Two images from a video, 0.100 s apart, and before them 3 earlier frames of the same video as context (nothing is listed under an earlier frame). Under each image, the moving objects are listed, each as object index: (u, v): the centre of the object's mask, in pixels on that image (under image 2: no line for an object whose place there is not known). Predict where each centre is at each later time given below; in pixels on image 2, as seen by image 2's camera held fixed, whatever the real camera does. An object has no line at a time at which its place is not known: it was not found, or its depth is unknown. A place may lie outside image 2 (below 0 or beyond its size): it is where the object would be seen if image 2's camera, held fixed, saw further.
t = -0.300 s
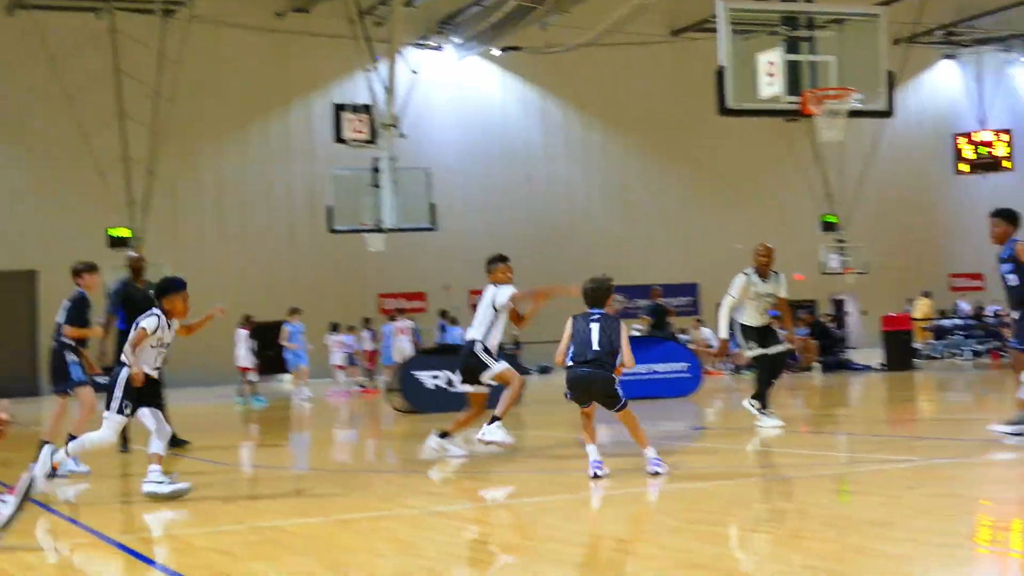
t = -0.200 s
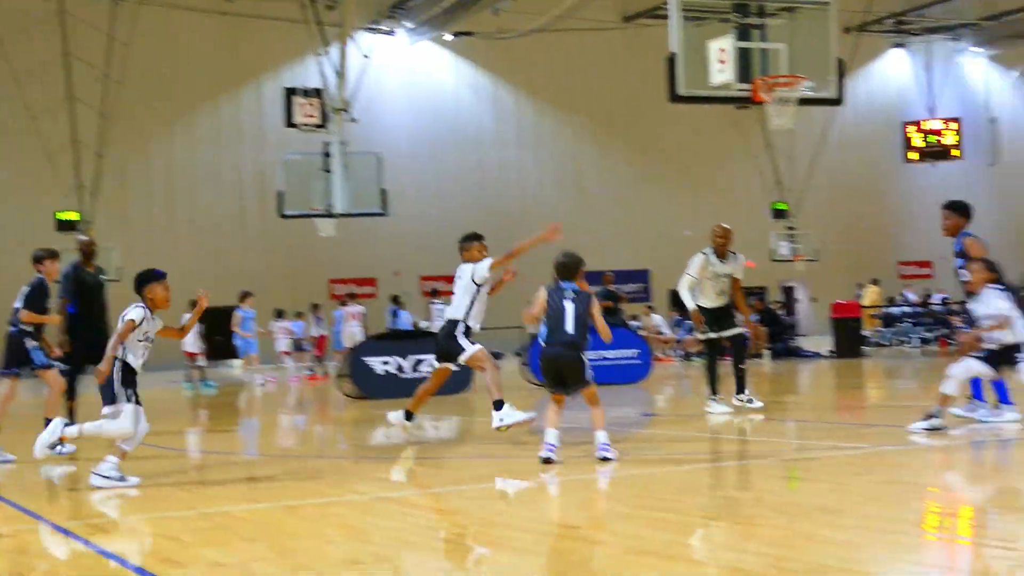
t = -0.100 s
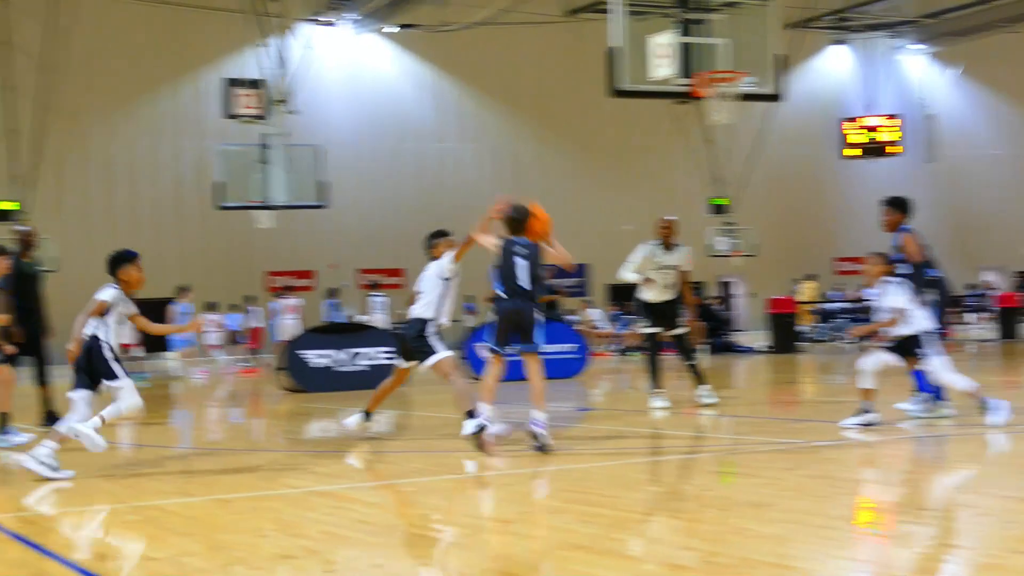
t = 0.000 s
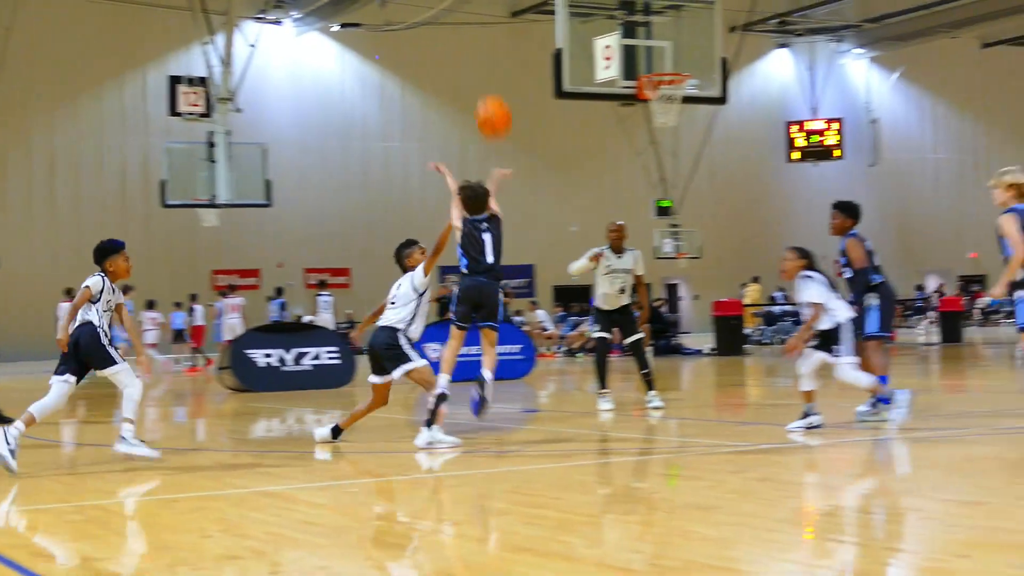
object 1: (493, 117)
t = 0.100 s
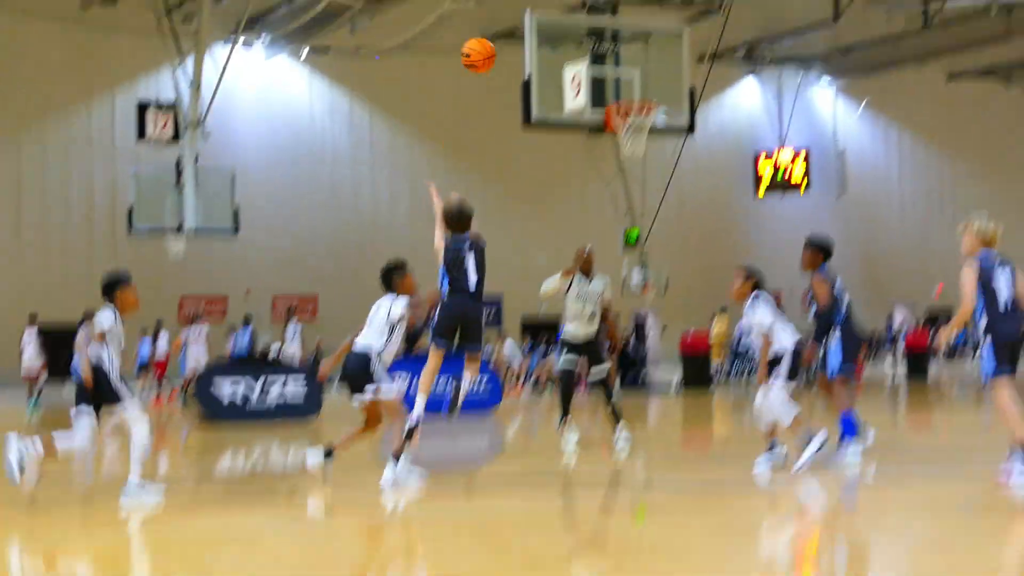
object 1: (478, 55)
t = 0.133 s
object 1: (484, 28)
